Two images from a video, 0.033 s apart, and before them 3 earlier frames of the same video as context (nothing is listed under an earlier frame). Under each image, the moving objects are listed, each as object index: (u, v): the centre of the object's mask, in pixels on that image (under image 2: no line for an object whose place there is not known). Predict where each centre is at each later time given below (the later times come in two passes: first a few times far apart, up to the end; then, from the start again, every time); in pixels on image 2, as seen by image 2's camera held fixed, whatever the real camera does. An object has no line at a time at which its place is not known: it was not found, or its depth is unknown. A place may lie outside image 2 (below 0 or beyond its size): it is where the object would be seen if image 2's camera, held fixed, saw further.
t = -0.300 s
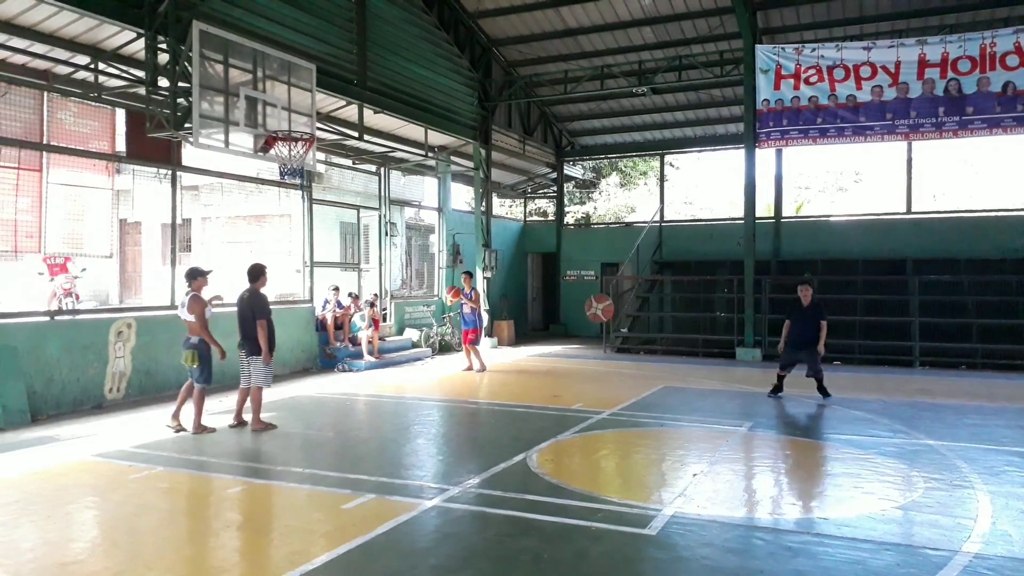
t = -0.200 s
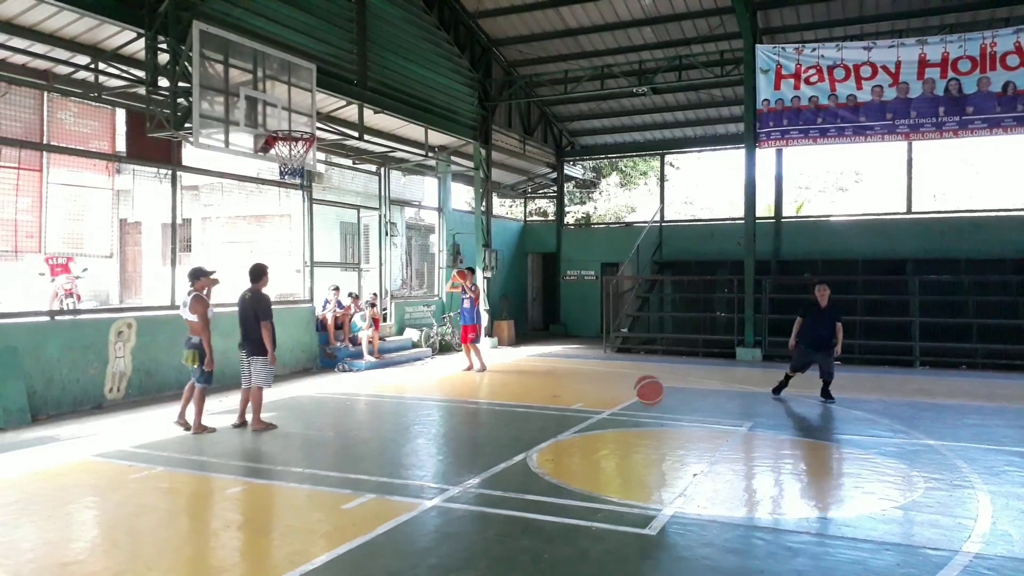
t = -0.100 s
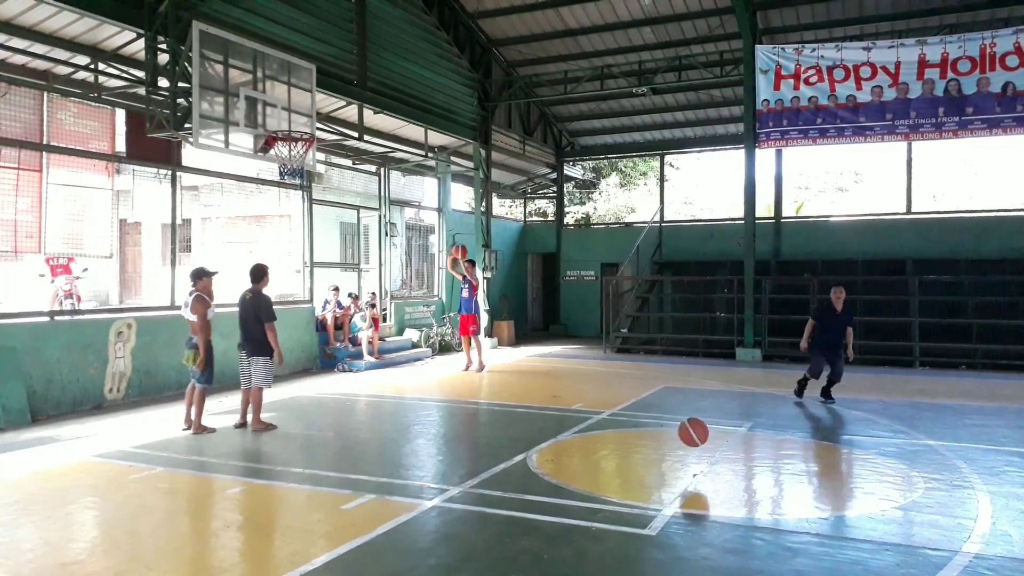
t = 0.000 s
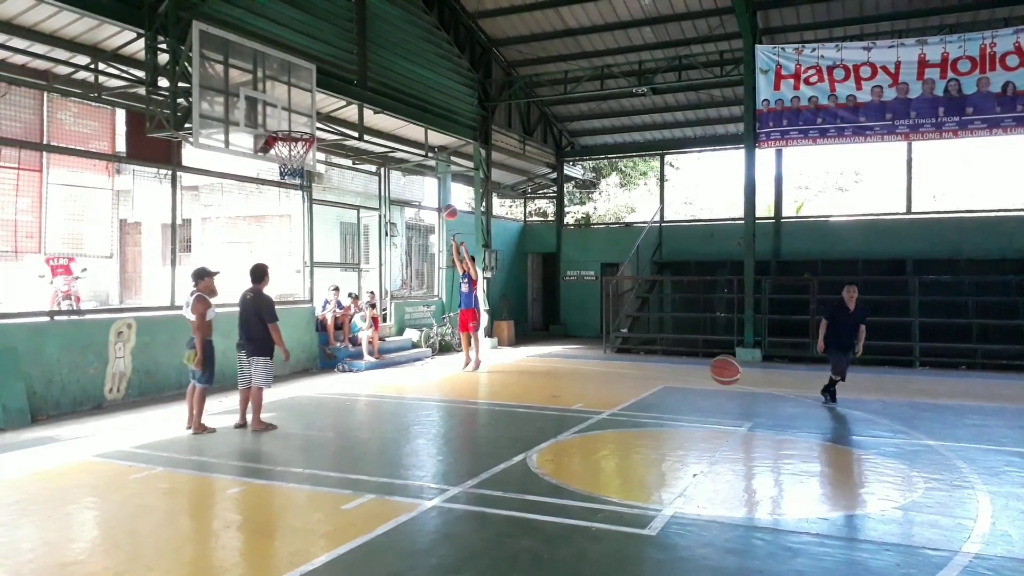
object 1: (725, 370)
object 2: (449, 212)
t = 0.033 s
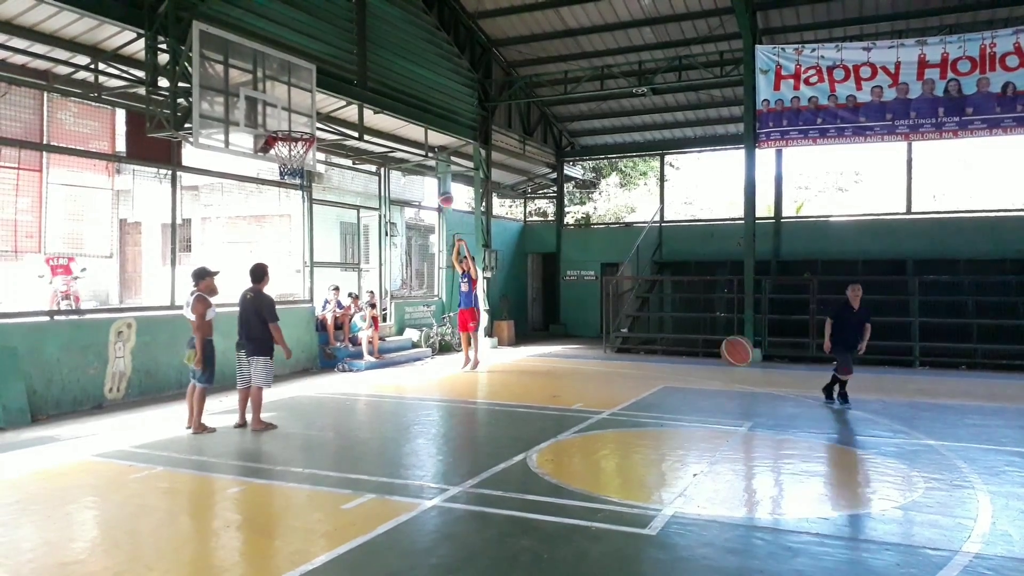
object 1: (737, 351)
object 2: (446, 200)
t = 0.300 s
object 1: (835, 239)
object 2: (413, 118)
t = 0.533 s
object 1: (934, 209)
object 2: (378, 77)
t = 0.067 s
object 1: (748, 334)
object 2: (442, 187)
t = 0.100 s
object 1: (760, 316)
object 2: (438, 176)
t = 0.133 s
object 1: (772, 300)
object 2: (433, 165)
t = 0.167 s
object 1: (784, 286)
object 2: (430, 154)
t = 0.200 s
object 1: (796, 272)
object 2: (425, 144)
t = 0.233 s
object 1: (809, 261)
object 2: (421, 134)
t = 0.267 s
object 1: (822, 250)
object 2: (417, 125)
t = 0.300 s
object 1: (835, 239)
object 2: (413, 118)
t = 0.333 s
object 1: (848, 231)
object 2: (408, 110)
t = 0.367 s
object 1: (862, 223)
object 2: (403, 102)
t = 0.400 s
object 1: (876, 218)
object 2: (398, 96)
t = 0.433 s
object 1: (889, 213)
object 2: (393, 90)
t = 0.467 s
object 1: (904, 211)
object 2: (388, 84)
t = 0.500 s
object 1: (918, 209)
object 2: (383, 80)
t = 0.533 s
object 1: (934, 209)
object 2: (378, 77)
